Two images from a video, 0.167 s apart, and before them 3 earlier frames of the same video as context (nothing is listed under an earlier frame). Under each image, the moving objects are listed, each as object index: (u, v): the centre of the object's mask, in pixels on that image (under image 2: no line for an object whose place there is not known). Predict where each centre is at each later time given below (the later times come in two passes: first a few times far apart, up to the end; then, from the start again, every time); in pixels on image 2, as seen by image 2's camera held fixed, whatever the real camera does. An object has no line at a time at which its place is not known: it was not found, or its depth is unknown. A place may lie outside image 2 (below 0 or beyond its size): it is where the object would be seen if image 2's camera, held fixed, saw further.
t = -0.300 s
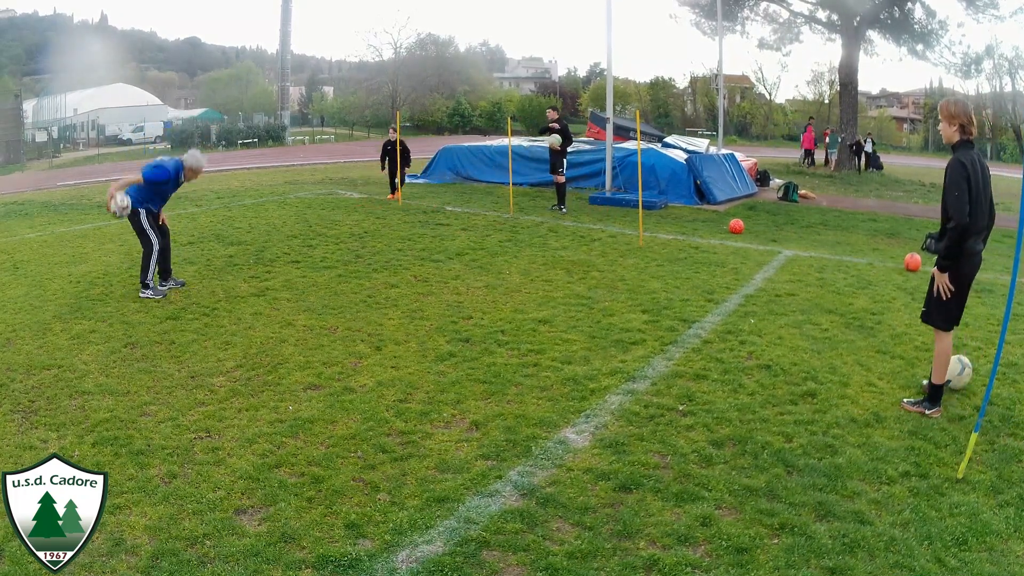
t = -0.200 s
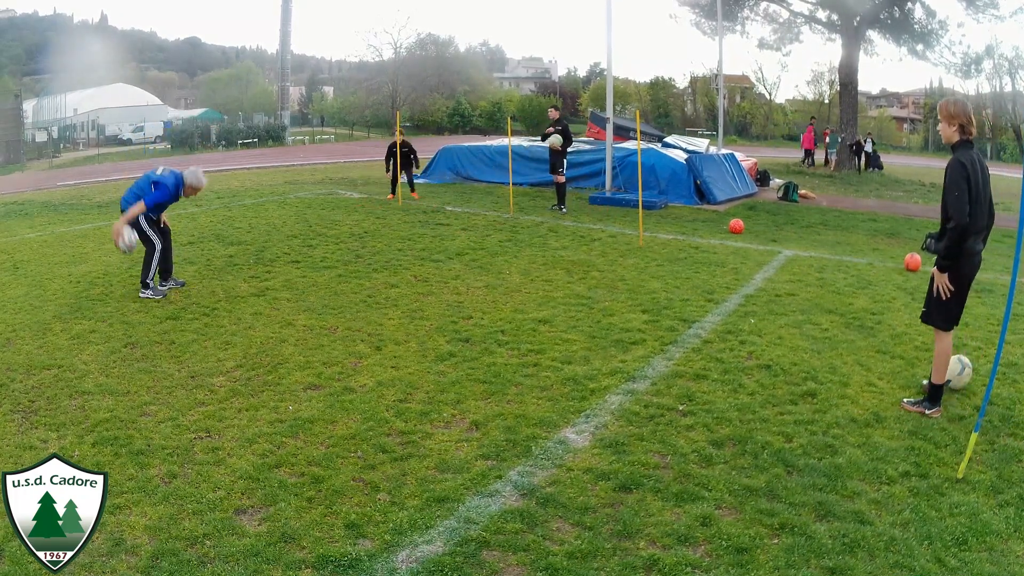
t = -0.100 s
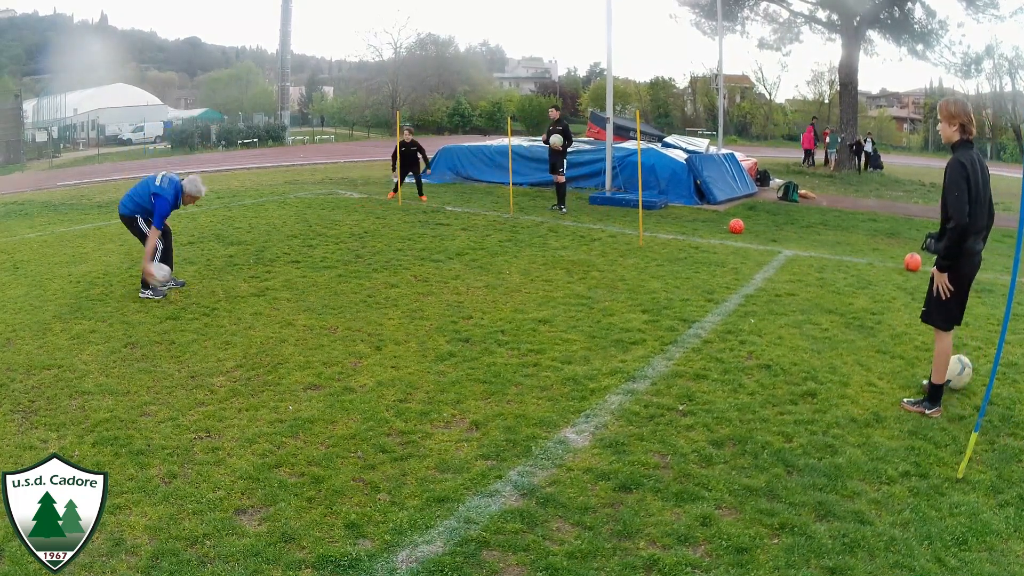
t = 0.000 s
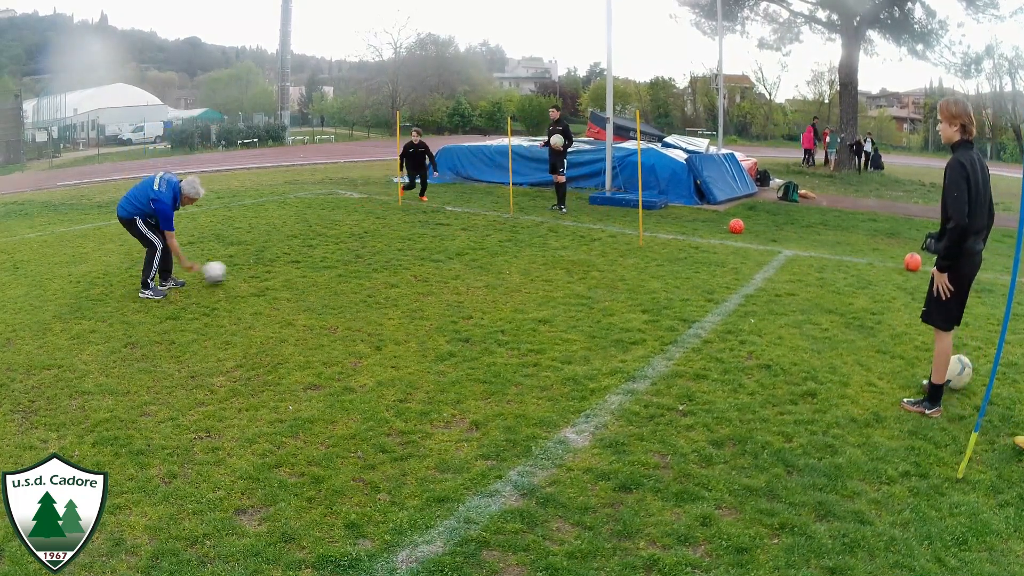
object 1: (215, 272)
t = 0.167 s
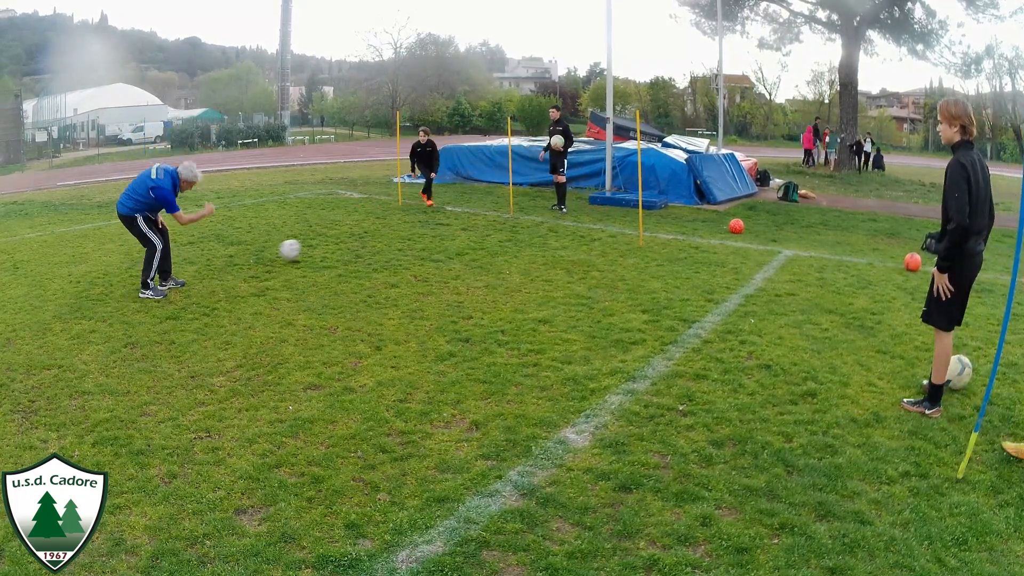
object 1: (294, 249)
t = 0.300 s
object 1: (340, 239)
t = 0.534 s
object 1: (393, 227)
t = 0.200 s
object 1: (307, 247)
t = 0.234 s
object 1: (317, 246)
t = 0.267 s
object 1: (329, 244)
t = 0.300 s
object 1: (340, 239)
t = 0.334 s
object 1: (346, 234)
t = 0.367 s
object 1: (355, 230)
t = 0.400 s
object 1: (365, 228)
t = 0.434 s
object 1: (370, 227)
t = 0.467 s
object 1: (378, 226)
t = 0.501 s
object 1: (386, 227)
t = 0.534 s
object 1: (393, 227)
